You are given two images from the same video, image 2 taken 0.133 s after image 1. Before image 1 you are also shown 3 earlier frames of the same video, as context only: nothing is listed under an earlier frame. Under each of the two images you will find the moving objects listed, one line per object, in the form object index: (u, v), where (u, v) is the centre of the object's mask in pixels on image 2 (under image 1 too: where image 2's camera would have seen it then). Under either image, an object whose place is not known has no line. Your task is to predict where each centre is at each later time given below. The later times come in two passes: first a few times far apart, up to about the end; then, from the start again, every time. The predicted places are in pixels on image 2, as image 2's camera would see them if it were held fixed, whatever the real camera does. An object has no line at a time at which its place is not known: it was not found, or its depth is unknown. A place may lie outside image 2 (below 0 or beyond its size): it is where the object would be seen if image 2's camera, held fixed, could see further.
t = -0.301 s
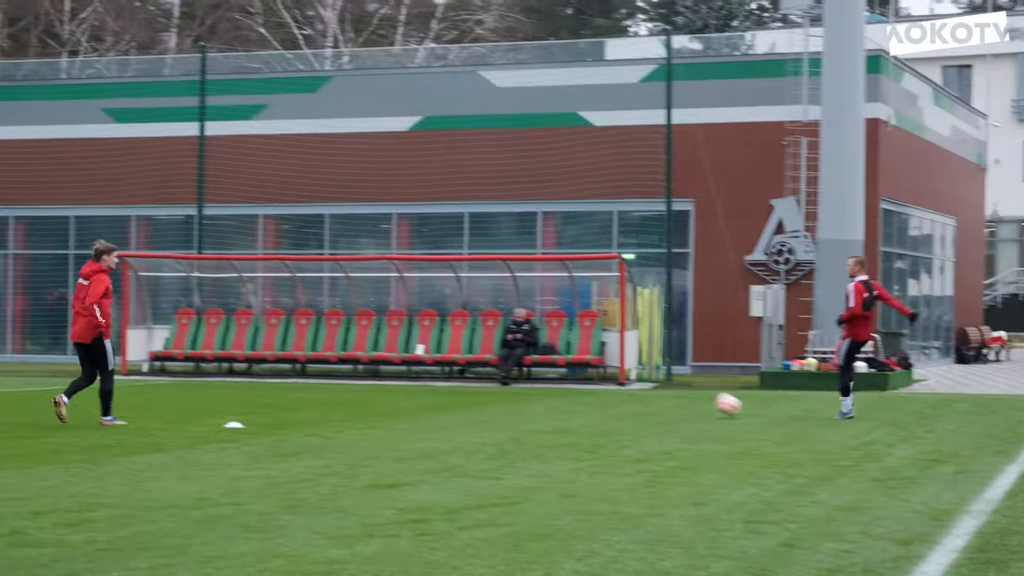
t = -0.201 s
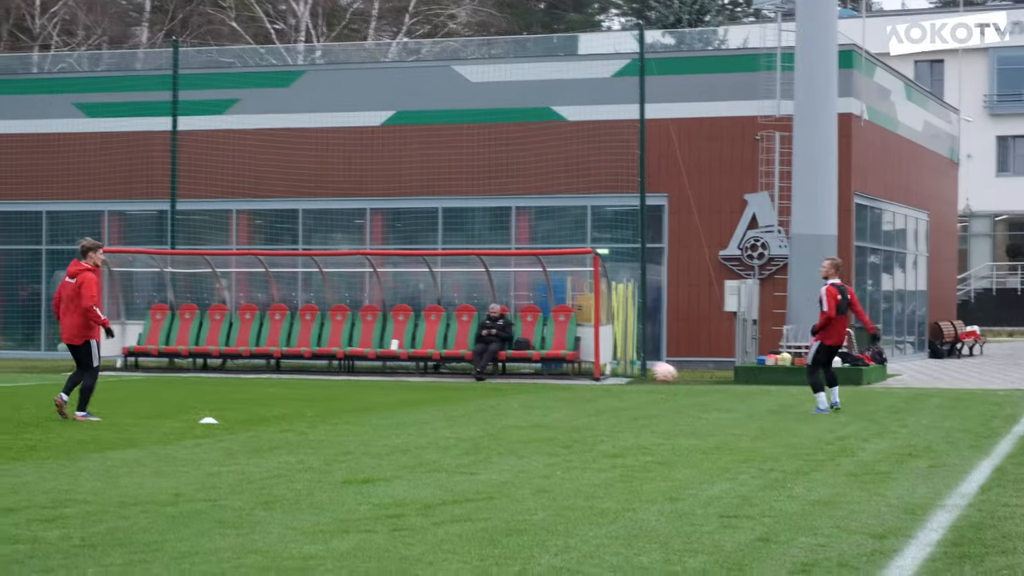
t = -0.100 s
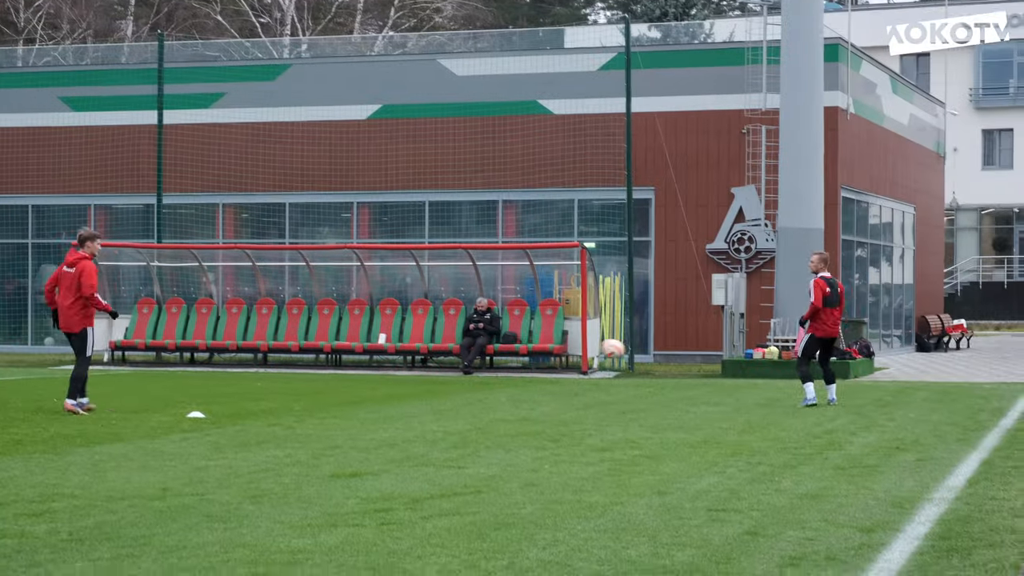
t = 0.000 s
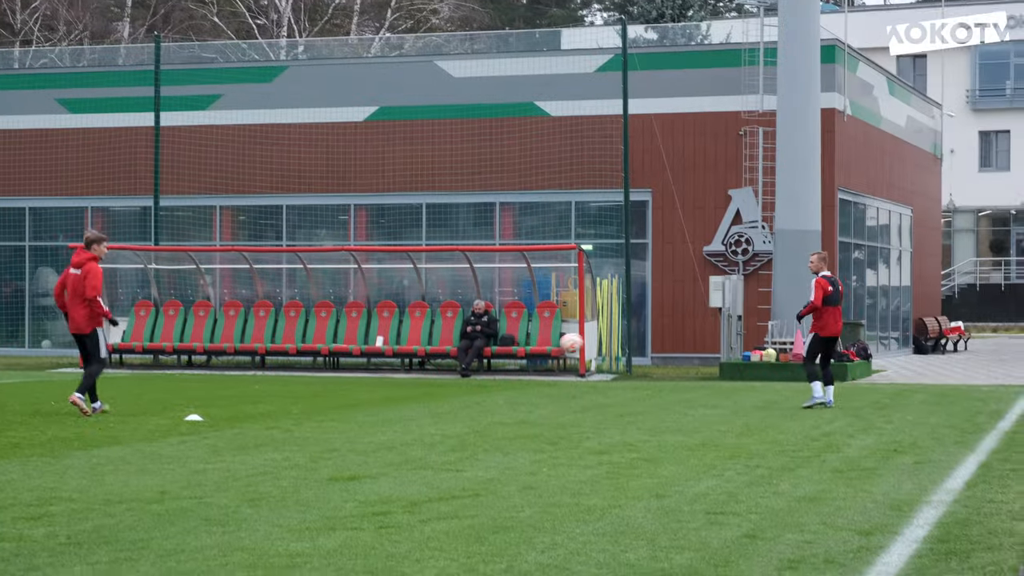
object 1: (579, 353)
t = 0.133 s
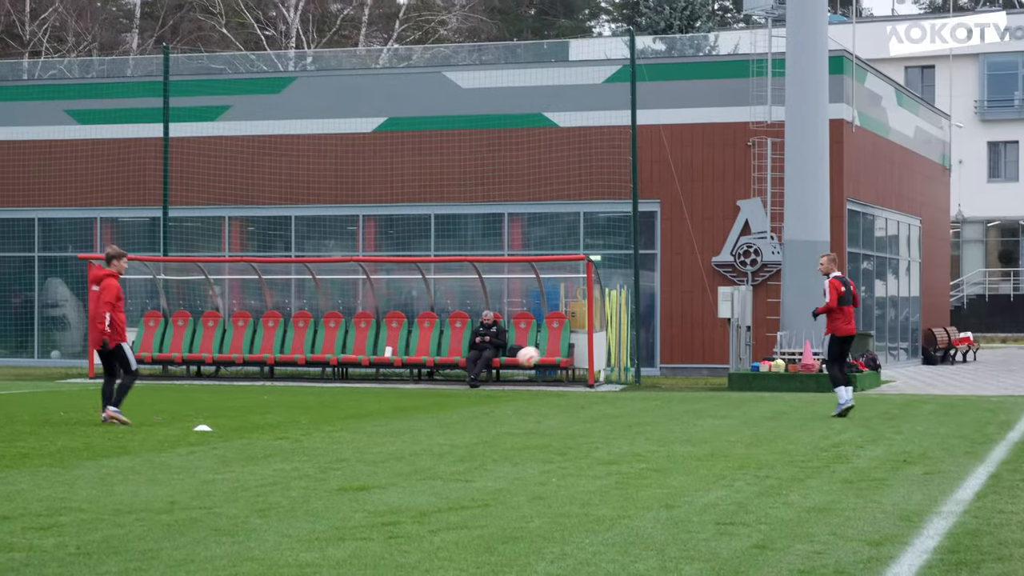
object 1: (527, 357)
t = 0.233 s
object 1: (490, 370)
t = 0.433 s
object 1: (413, 405)
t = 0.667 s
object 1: (326, 386)
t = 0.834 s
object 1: (263, 403)
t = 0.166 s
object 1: (515, 359)
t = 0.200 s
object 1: (503, 363)
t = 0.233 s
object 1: (490, 370)
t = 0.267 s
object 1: (478, 376)
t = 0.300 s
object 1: (465, 383)
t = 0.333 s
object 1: (452, 392)
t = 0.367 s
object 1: (439, 401)
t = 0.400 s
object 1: (427, 410)
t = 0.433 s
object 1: (413, 405)
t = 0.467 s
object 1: (401, 398)
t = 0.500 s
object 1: (388, 394)
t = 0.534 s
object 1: (376, 390)
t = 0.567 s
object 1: (364, 387)
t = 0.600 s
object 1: (351, 386)
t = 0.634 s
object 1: (339, 385)
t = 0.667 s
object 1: (326, 386)
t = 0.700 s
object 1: (314, 387)
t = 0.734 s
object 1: (301, 390)
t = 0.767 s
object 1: (289, 393)
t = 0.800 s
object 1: (276, 398)
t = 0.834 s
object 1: (263, 403)
